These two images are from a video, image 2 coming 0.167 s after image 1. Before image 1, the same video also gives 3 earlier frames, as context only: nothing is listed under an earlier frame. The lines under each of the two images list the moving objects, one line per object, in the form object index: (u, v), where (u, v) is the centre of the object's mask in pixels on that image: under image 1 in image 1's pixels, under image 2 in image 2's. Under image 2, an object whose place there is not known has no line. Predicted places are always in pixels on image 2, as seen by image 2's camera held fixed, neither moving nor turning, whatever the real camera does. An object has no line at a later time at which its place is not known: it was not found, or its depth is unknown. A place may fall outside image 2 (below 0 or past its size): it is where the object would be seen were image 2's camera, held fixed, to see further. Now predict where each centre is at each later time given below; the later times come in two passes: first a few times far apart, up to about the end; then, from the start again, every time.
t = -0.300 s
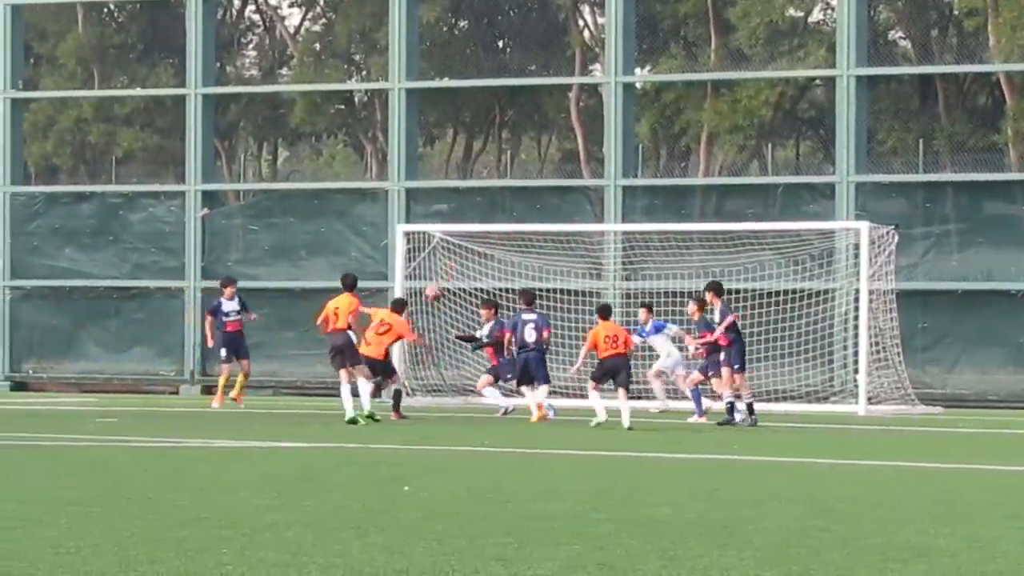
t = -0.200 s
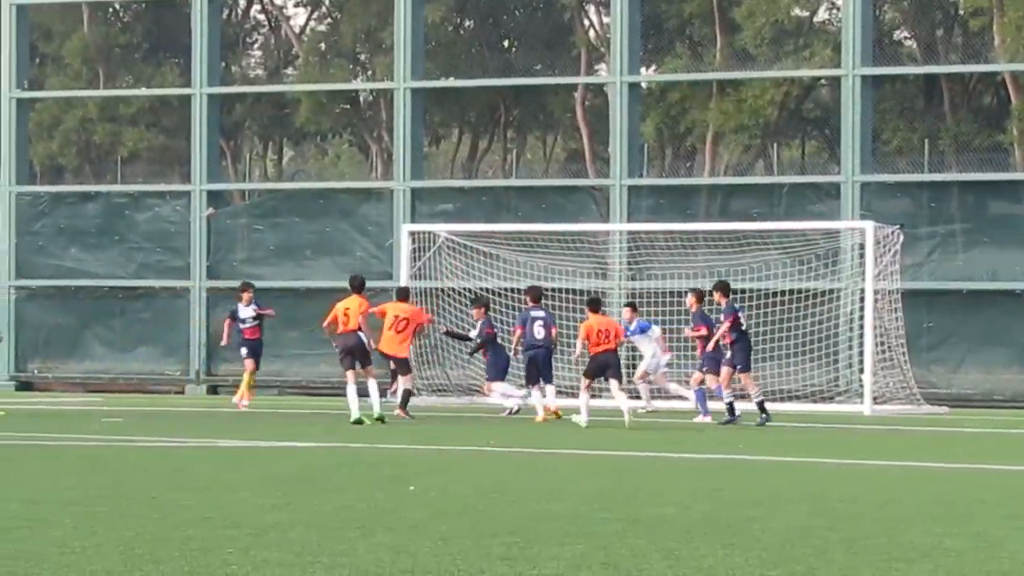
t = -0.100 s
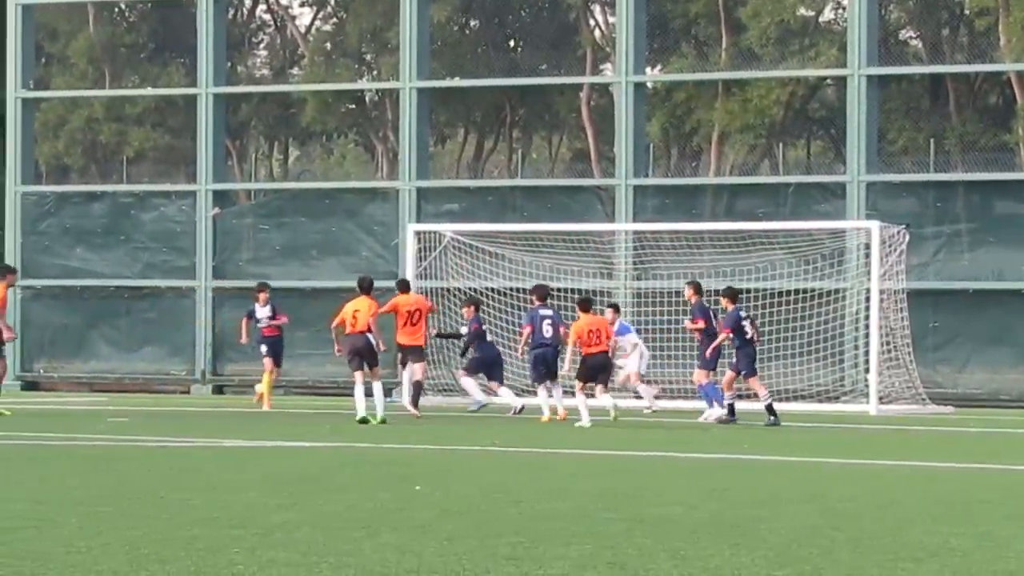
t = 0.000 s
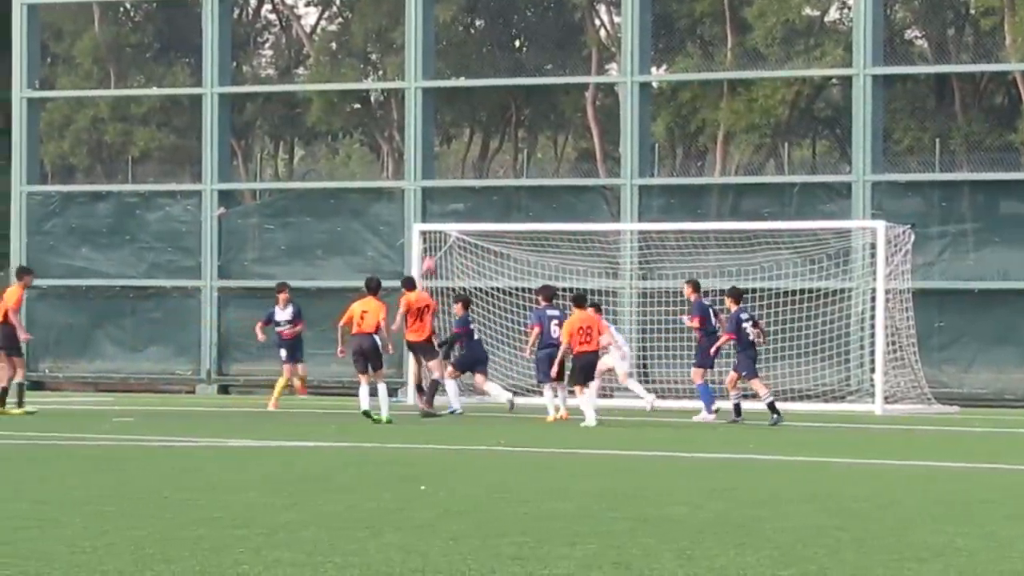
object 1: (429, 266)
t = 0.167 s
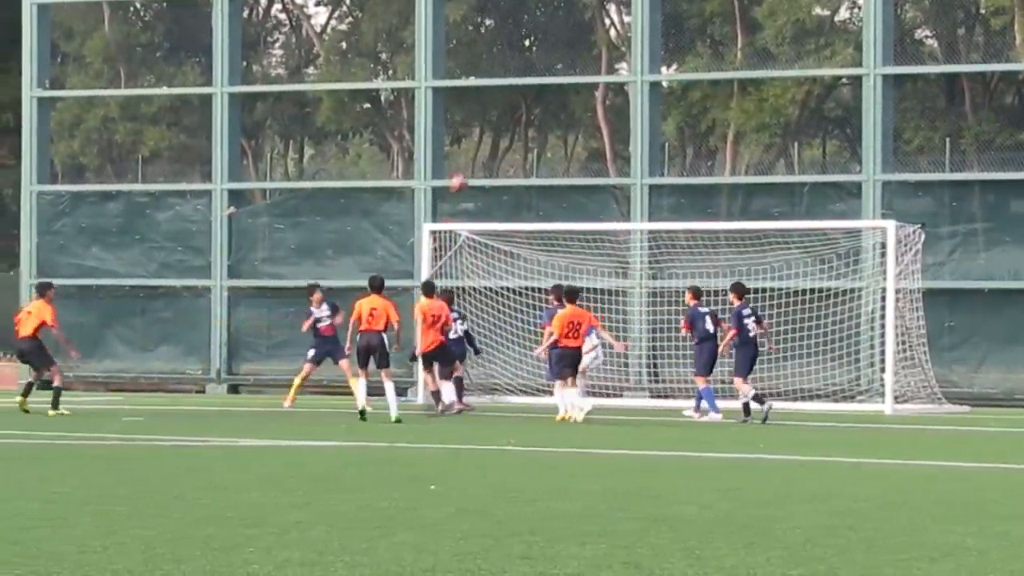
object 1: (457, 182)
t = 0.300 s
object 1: (475, 133)
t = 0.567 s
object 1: (510, 76)
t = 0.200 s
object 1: (463, 170)
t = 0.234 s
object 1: (467, 157)
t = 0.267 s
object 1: (472, 143)
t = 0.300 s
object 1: (475, 133)
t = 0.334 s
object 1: (481, 123)
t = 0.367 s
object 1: (486, 113)
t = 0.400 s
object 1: (491, 105)
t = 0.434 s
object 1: (495, 97)
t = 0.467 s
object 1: (498, 91)
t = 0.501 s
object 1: (503, 85)
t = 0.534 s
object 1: (505, 79)
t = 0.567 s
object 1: (510, 76)
